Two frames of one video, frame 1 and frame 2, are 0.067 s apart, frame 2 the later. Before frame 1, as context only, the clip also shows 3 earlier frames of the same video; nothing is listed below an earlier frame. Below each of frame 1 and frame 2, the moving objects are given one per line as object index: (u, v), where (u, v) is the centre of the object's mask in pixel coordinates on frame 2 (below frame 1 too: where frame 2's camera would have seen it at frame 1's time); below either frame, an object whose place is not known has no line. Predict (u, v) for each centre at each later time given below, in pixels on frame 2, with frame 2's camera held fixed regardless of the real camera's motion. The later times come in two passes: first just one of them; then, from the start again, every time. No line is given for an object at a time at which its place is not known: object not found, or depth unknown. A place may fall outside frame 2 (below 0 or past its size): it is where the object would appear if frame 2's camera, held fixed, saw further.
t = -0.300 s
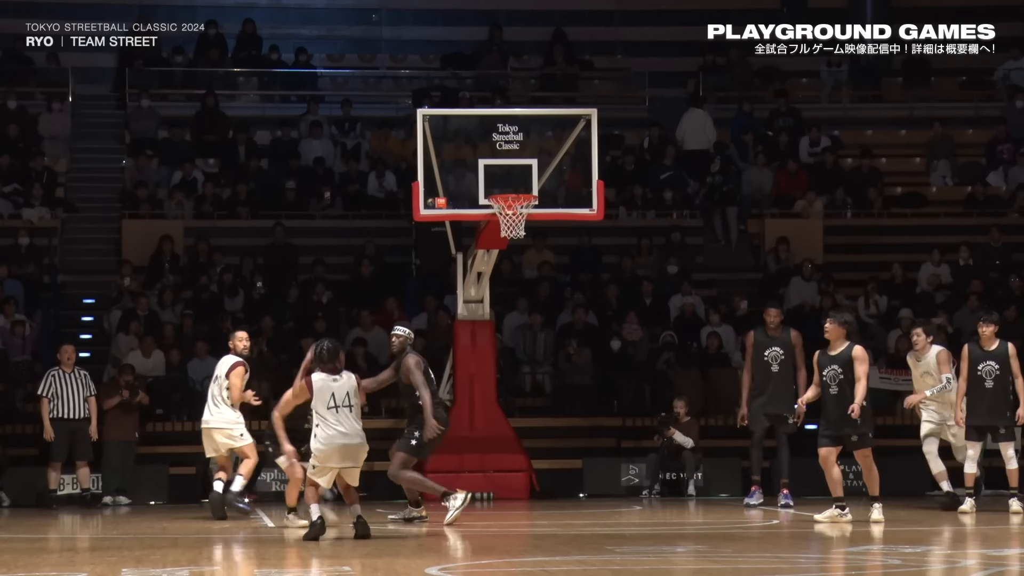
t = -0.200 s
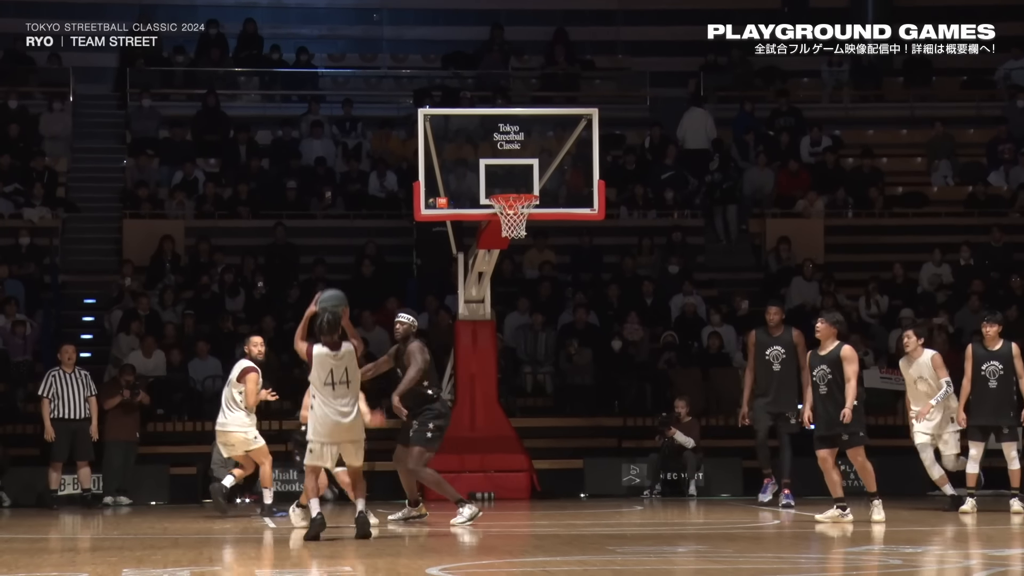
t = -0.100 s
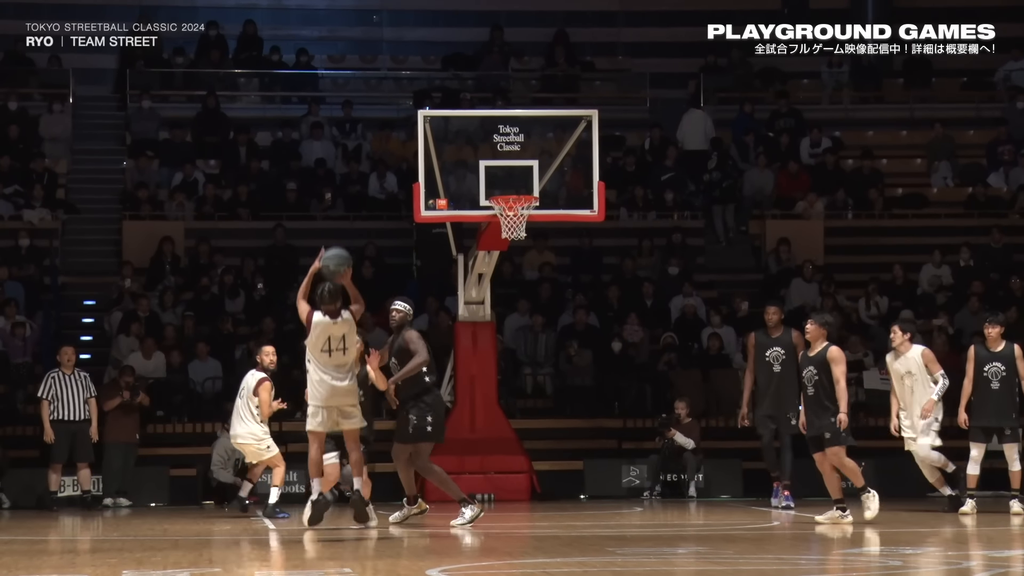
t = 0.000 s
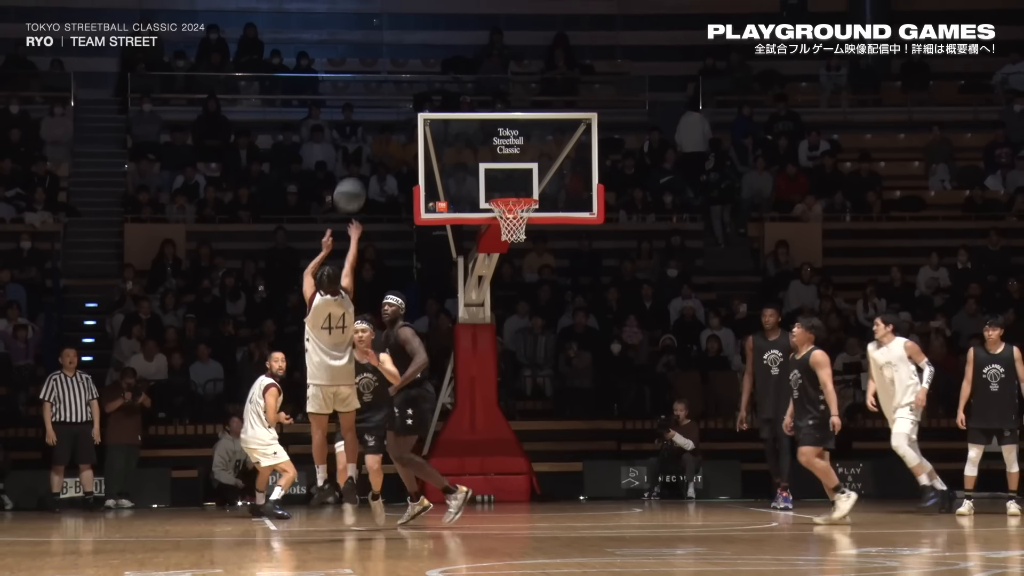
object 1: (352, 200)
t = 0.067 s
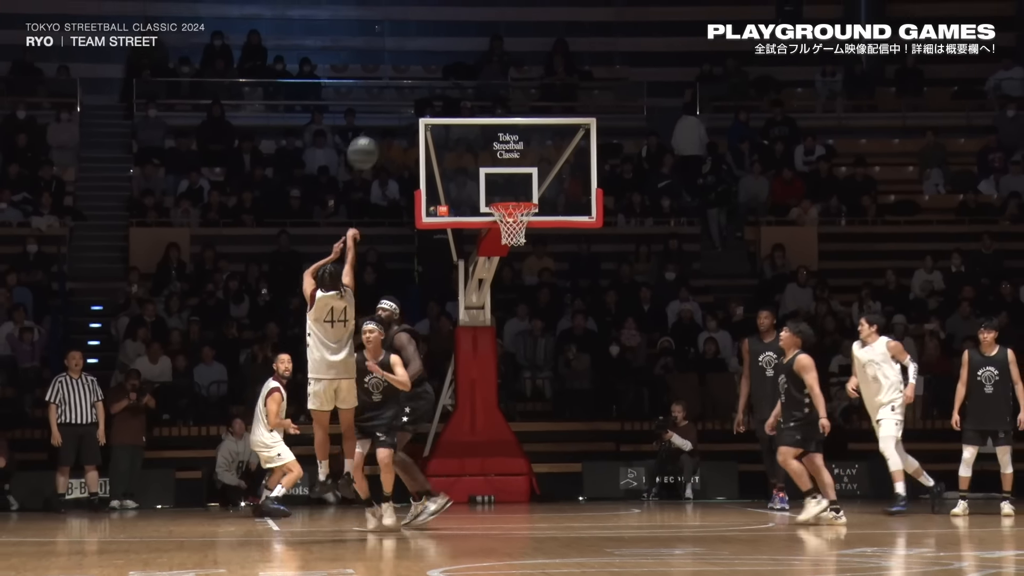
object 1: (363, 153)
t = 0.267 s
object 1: (394, 52)
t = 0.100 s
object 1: (368, 132)
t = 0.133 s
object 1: (374, 113)
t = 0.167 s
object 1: (379, 96)
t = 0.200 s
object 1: (384, 79)
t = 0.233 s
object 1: (389, 64)
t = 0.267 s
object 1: (394, 52)
